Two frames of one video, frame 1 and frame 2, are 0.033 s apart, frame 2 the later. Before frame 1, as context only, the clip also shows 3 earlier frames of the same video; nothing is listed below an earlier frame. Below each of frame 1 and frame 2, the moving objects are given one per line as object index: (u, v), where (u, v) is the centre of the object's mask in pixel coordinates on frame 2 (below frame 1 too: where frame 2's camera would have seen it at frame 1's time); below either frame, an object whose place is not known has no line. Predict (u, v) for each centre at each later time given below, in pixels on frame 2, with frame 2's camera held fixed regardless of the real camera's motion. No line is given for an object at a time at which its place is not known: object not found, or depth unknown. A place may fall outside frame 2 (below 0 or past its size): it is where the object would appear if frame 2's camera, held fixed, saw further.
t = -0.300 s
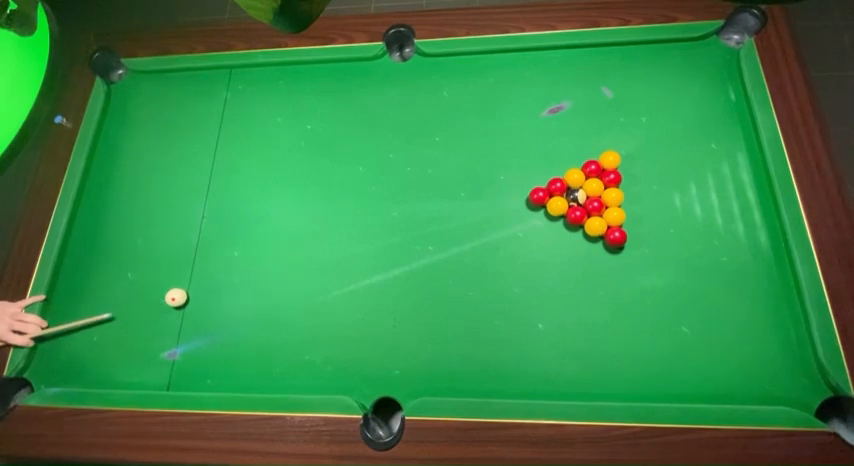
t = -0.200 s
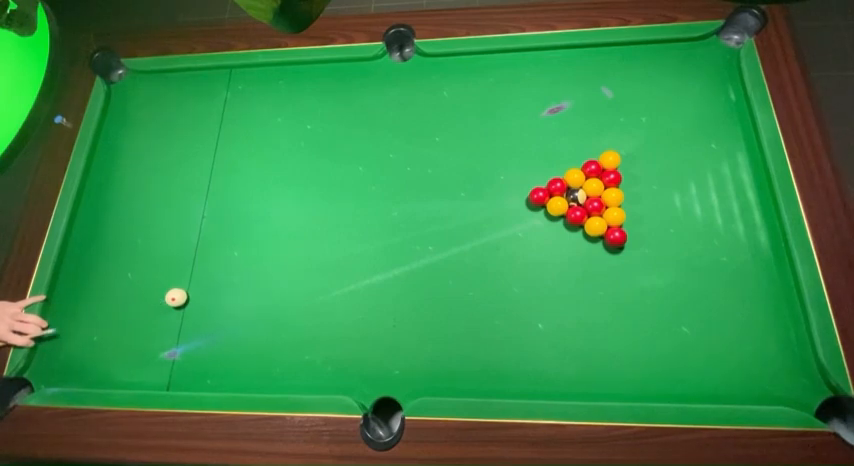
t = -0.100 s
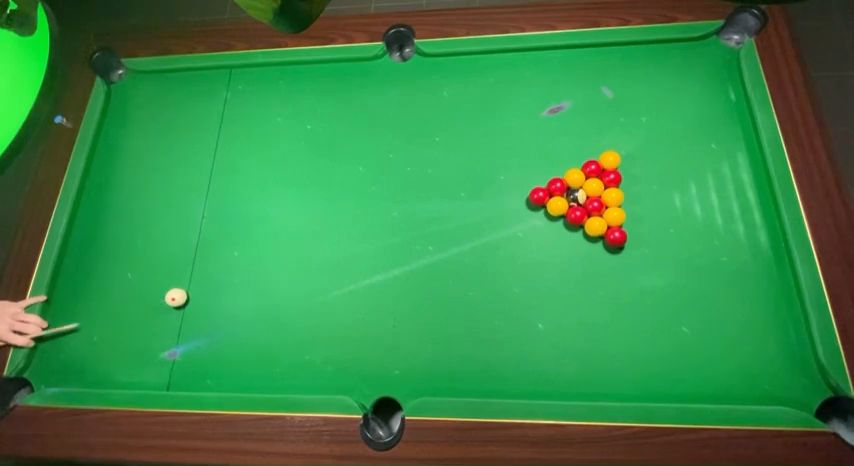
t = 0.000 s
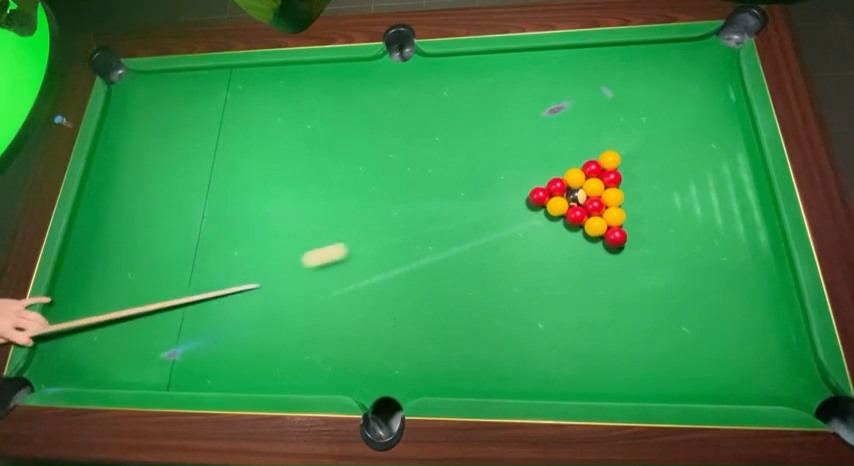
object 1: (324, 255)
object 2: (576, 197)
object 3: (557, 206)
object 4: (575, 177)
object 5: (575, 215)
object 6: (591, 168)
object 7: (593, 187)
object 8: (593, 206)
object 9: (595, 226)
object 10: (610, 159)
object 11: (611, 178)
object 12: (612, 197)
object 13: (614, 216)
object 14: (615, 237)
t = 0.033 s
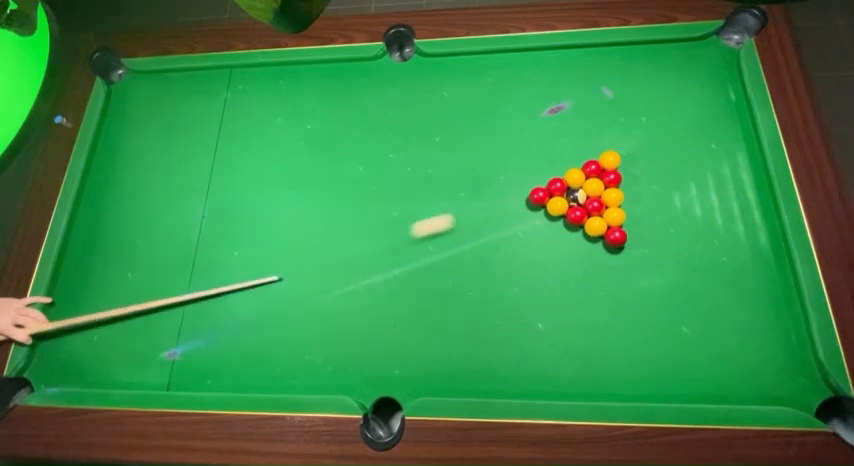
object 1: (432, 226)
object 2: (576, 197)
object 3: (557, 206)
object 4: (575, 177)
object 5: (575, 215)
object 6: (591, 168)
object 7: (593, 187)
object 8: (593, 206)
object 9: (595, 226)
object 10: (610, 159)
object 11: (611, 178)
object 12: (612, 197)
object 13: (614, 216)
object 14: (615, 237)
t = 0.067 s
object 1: (519, 202)
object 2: (576, 197)
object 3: (556, 207)
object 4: (574, 176)
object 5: (575, 217)
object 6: (591, 166)
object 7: (595, 187)
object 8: (594, 207)
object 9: (595, 227)
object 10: (616, 156)
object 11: (615, 177)
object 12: (616, 197)
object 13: (615, 217)
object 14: (621, 239)
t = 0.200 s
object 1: (496, 209)
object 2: (583, 190)
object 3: (527, 221)
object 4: (554, 146)
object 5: (553, 247)
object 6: (572, 116)
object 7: (626, 172)
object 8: (611, 233)
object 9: (595, 251)
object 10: (730, 85)
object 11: (700, 167)
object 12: (688, 202)
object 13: (642, 232)
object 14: (801, 341)
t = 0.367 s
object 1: (485, 212)
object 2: (591, 184)
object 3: (497, 237)
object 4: (535, 115)
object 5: (530, 278)
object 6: (554, 68)
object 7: (659, 157)
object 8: (630, 260)
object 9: (595, 277)
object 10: (605, 51)
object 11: (730, 157)
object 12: (764, 206)
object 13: (673, 249)
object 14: (664, 381)
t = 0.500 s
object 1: (477, 214)
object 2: (598, 177)
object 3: (473, 248)
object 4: (520, 92)
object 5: (511, 304)
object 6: (520, 62)
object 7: (665, 142)
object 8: (646, 283)
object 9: (595, 299)
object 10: (552, 80)
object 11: (705, 155)
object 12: (728, 210)
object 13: (697, 263)
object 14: (565, 346)
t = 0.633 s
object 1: (470, 215)
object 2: (603, 173)
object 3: (450, 260)
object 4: (507, 70)
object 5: (458, 309)
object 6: (471, 72)
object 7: (641, 122)
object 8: (661, 307)
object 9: (595, 321)
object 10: (518, 116)
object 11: (714, 158)
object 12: (691, 212)
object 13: (722, 277)
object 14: (511, 338)
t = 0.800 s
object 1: (462, 217)
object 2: (610, 168)
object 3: (421, 274)
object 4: (493, 65)
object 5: (373, 302)
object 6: (415, 82)
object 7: (620, 101)
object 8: (681, 336)
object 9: (594, 349)
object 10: (471, 161)
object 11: (721, 160)
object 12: (646, 216)
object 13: (753, 294)
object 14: (474, 346)
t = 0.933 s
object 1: (456, 219)
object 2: (615, 164)
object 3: (399, 286)
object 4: (484, 79)
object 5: (312, 299)
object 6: (370, 91)
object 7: (604, 86)
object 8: (697, 360)
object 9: (594, 370)
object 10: (433, 197)
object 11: (726, 162)
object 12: (612, 218)
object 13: (778, 307)
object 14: (441, 350)
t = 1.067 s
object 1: (450, 220)
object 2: (619, 160)
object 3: (377, 297)
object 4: (475, 93)
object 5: (254, 296)
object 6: (328, 99)
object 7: (590, 71)
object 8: (713, 385)
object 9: (593, 387)
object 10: (393, 235)
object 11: (730, 163)
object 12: (578, 220)
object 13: (793, 320)
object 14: (409, 354)
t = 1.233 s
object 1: (445, 221)
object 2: (624, 155)
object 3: (350, 311)
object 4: (463, 109)
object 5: (185, 291)
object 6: (275, 108)
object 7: (573, 53)
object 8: (723, 377)
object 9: (586, 369)
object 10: (341, 283)
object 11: (736, 165)
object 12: (538, 222)
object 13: (780, 332)
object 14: (371, 359)
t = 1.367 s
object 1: (441, 221)
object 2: (628, 152)
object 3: (329, 321)
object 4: (454, 122)
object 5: (133, 289)
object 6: (234, 115)
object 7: (565, 61)
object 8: (728, 364)
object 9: (580, 356)
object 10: (299, 324)
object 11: (738, 166)
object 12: (507, 224)
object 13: (769, 341)
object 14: (342, 364)
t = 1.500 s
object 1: (438, 222)
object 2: (631, 149)
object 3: (309, 332)
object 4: (445, 134)
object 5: (84, 285)
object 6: (195, 122)
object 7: (558, 70)
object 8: (732, 351)
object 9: (576, 344)
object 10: (254, 365)
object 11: (740, 166)
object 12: (477, 226)
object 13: (760, 349)
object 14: (313, 367)
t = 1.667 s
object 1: (425, 221)
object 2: (634, 146)
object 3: (284, 344)
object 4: (433, 149)
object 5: (81, 280)
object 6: (147, 131)
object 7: (549, 82)
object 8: (724, 337)
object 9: (570, 331)
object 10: (221, 359)
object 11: (741, 167)
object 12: (449, 229)
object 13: (762, 358)
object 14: (279, 372)
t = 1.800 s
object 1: (407, 218)
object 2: (636, 143)
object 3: (265, 354)
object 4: (425, 161)
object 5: (113, 275)
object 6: (110, 137)
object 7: (543, 91)
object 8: (718, 327)
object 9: (566, 321)
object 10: (200, 340)
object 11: (741, 168)
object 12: (439, 234)
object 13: (765, 365)
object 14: (253, 375)
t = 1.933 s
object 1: (390, 215)
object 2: (638, 141)
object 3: (247, 363)
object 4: (417, 172)
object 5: (143, 271)
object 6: (116, 142)
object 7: (536, 99)
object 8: (712, 317)
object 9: (562, 311)
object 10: (181, 324)
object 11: (741, 168)
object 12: (429, 239)
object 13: (767, 371)
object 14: (228, 379)
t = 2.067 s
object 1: (374, 213)
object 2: (639, 139)
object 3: (229, 372)
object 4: (409, 184)
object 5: (174, 266)
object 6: (138, 146)
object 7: (530, 107)
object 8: (706, 309)
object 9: (558, 303)
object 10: (163, 307)
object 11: (741, 167)
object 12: (419, 244)
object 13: (768, 376)
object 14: (203, 380)
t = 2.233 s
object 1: (355, 209)
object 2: (640, 137)
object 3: (209, 380)
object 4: (399, 197)
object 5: (213, 260)
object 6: (165, 150)
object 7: (523, 117)
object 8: (699, 300)
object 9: (555, 293)
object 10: (142, 288)
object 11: (741, 167)
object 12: (407, 249)
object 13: (770, 381)
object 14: (174, 378)
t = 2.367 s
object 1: (341, 207)
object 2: (640, 136)
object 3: (198, 375)
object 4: (391, 207)
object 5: (243, 255)
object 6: (186, 154)
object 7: (517, 124)
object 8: (695, 292)
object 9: (552, 286)
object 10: (127, 274)
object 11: (741, 167)
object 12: (399, 252)
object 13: (770, 385)
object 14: (151, 376)
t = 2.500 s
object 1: (327, 204)
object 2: (640, 135)
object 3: (188, 370)
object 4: (384, 217)
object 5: (273, 250)
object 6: (208, 158)
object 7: (511, 131)
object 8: (691, 286)
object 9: (549, 280)
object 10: (112, 261)
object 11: (741, 167)
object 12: (391, 256)
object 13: (770, 387)
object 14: (130, 374)
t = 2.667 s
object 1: (311, 202)
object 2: (640, 135)
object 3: (176, 364)
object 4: (375, 228)
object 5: (310, 244)
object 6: (235, 162)
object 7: (505, 139)
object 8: (686, 280)
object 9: (546, 273)
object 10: (95, 245)
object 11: (741, 167)
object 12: (381, 260)
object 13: (770, 389)
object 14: (104, 372)
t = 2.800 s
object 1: (299, 199)
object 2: (640, 135)
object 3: (168, 360)
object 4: (369, 237)
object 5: (339, 239)
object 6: (256, 165)
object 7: (500, 145)
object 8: (682, 275)
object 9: (544, 267)
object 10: (83, 233)
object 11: (741, 167)
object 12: (374, 263)
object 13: (769, 389)
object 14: (85, 370)
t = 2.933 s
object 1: (287, 197)
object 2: (640, 135)
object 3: (160, 356)
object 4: (380, 247)
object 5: (349, 234)
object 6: (278, 169)
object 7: (495, 150)
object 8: (679, 270)
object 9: (542, 263)
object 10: (77, 222)
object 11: (741, 167)
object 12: (368, 265)
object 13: (769, 389)
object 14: (67, 368)
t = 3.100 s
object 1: (274, 194)
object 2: (640, 136)
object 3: (151, 351)
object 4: (398, 258)
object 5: (354, 227)
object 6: (304, 173)
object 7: (489, 156)
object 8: (675, 266)
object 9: (540, 258)
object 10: (89, 215)
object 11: (741, 167)
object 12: (361, 268)
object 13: (769, 389)
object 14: (46, 365)
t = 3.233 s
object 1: (264, 192)
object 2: (640, 136)
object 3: (145, 347)
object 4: (413, 268)
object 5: (358, 222)
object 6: (326, 176)
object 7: (485, 160)
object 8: (673, 263)
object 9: (539, 255)
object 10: (97, 208)
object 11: (741, 167)
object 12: (356, 269)
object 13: (769, 389)
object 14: (32, 364)
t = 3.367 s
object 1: (255, 190)
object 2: (640, 135)
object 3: (139, 343)
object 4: (427, 276)
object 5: (361, 218)
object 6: (346, 179)
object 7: (481, 164)
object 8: (672, 261)
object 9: (539, 252)
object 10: (106, 203)
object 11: (741, 167)
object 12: (351, 271)
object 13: (769, 389)
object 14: (38, 365)
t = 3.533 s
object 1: (245, 187)
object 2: (640, 135)
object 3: (134, 340)
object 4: (444, 287)
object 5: (365, 213)
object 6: (372, 183)
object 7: (477, 168)
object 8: (670, 259)
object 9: (539, 249)
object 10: (116, 196)
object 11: (741, 167)
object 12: (347, 273)
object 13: (769, 389)
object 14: (45, 367)
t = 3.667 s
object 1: (237, 185)
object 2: (640, 135)
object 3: (129, 337)
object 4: (458, 295)
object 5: (367, 209)
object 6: (392, 186)
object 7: (474, 171)
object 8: (669, 258)
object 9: (539, 248)
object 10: (123, 191)
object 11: (741, 167)
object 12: (343, 273)
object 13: (769, 389)
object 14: (50, 369)
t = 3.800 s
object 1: (230, 184)
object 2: (640, 135)
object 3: (125, 335)
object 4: (472, 303)
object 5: (369, 206)
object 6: (411, 189)
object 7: (472, 174)
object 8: (669, 257)
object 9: (539, 247)
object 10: (130, 186)
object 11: (741, 167)
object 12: (341, 273)
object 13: (769, 389)
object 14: (55, 370)
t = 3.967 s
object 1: (222, 182)
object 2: (640, 135)
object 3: (121, 333)
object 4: (489, 313)
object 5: (371, 202)
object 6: (436, 192)
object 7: (469, 176)
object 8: (668, 257)
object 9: (539, 246)
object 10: (138, 181)
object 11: (741, 167)
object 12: (339, 273)
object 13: (769, 389)
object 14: (59, 372)
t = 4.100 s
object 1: (217, 180)
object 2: (640, 135)
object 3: (119, 331)
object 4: (502, 321)
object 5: (372, 200)
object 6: (455, 195)
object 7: (468, 178)
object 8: (669, 256)
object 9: (539, 246)
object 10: (144, 177)
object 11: (741, 167)
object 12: (338, 273)
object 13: (769, 389)
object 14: (63, 374)
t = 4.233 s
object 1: (212, 179)
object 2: (640, 135)
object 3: (117, 330)
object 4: (514, 328)
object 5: (373, 198)
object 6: (474, 199)
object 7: (467, 178)
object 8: (668, 257)
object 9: (539, 246)
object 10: (150, 173)
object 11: (741, 167)
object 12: (338, 273)
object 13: (769, 389)
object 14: (67, 375)
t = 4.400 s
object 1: (206, 177)
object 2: (640, 136)
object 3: (115, 328)
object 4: (529, 337)
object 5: (374, 196)
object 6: (495, 205)
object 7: (467, 178)
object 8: (668, 257)
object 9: (539, 246)
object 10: (156, 168)
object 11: (741, 167)
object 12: (338, 273)
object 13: (769, 389)
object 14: (71, 375)
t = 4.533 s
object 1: (202, 176)
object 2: (640, 136)
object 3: (114, 327)
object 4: (541, 345)
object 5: (375, 195)
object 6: (513, 210)
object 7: (467, 179)
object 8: (668, 257)
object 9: (539, 246)
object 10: (160, 164)
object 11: (741, 167)
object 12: (338, 273)
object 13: (769, 389)
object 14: (74, 375)
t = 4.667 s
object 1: (199, 175)
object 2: (640, 136)
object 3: (114, 327)
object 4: (553, 351)
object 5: (375, 195)
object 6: (530, 215)
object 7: (467, 179)
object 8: (668, 257)
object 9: (539, 246)
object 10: (164, 161)
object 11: (741, 167)
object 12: (338, 273)
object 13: (769, 389)
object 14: (76, 375)
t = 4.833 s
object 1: (195, 174)
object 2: (640, 136)
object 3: (114, 327)
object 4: (566, 359)
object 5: (375, 195)
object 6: (551, 220)
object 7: (467, 179)
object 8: (668, 257)
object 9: (539, 246)
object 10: (168, 158)
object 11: (741, 167)
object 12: (338, 273)
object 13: (769, 389)
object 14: (79, 376)
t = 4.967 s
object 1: (193, 174)
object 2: (640, 136)
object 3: (115, 327)
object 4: (576, 365)
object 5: (374, 196)
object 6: (567, 226)
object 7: (467, 179)
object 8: (668, 257)
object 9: (539, 246)
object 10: (171, 155)
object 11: (741, 167)
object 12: (338, 273)
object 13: (769, 389)
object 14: (80, 376)
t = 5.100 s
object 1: (191, 173)
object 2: (640, 136)
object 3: (115, 327)
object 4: (586, 370)
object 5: (374, 196)
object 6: (583, 231)
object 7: (467, 179)
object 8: (668, 257)
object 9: (539, 246)
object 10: (174, 153)
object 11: (741, 167)
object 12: (338, 273)
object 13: (769, 389)
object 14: (81, 376)
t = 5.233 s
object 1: (190, 173)
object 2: (640, 136)
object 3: (115, 327)
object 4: (595, 375)
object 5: (374, 195)
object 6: (599, 235)
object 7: (467, 179)
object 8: (668, 257)
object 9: (539, 246)
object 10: (176, 151)
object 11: (741, 167)
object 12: (338, 273)
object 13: (769, 389)
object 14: (81, 376)
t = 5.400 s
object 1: (189, 172)
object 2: (640, 136)
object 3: (115, 327)
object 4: (605, 381)
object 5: (374, 195)
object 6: (618, 241)
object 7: (467, 179)
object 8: (668, 257)
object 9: (539, 246)
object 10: (178, 149)
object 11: (741, 168)
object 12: (339, 273)
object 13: (769, 389)
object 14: (81, 376)
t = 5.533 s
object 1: (189, 172)
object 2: (640, 136)
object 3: (115, 327)
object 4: (613, 385)
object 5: (374, 195)
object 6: (632, 245)
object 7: (467, 179)
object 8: (668, 257)
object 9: (539, 246)
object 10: (180, 147)
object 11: (741, 167)
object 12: (339, 273)
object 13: (769, 389)
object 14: (81, 376)
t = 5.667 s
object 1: (189, 172)
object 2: (640, 136)
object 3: (115, 327)
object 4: (620, 389)
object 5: (374, 195)
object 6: (646, 249)
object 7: (467, 179)
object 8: (669, 257)
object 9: (539, 246)
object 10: (181, 146)
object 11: (741, 167)
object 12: (339, 273)
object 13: (769, 389)
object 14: (81, 376)
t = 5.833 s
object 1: (189, 172)
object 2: (640, 136)
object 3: (115, 327)
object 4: (626, 388)
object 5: (374, 195)
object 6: (649, 250)
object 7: (467, 179)
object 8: (680, 260)
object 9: (539, 246)
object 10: (182, 145)
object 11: (741, 167)
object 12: (339, 273)
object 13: (769, 389)
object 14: (81, 376)
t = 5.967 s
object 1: (189, 172)
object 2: (640, 136)
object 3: (115, 328)
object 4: (629, 387)
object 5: (374, 195)
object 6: (651, 249)
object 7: (467, 179)
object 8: (687, 263)
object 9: (539, 246)
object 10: (182, 145)
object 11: (741, 167)
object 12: (339, 273)
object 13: (769, 389)
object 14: (81, 376)
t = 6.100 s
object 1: (190, 172)
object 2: (640, 136)
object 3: (115, 328)
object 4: (632, 386)
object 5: (374, 196)
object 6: (652, 249)
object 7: (467, 179)
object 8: (694, 265)
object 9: (539, 246)
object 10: (182, 145)
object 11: (741, 167)
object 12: (339, 273)
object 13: (769, 389)
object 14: (81, 376)
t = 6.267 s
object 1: (190, 173)
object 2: (640, 136)
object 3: (115, 328)
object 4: (635, 385)
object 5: (374, 196)
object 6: (652, 249)
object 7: (467, 179)
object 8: (701, 268)
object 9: (539, 246)
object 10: (182, 145)
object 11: (741, 167)
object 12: (339, 273)
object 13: (769, 389)
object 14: (81, 376)
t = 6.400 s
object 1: (190, 172)
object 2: (640, 136)
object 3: (115, 328)
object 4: (636, 384)
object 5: (374, 196)
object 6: (652, 249)
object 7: (467, 179)
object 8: (707, 269)
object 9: (539, 246)
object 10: (182, 145)
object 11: (741, 167)
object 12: (339, 273)
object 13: (769, 389)
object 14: (82, 376)
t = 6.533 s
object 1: (190, 172)
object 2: (640, 136)
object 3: (115, 328)
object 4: (637, 384)
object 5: (374, 196)
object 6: (652, 249)
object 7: (467, 179)
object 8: (712, 270)
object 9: (539, 246)
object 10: (182, 145)
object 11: (741, 167)
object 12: (339, 273)
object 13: (769, 389)
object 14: (82, 376)
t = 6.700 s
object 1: (190, 172)
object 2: (640, 136)
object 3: (115, 328)
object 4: (636, 384)
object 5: (374, 196)
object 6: (652, 250)
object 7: (467, 179)
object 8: (716, 272)
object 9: (539, 246)
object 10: (182, 145)
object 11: (741, 167)
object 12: (339, 273)
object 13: (769, 389)
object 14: (82, 376)
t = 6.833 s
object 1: (190, 172)
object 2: (640, 136)
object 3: (115, 328)
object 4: (636, 384)
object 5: (374, 195)
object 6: (652, 250)
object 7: (467, 179)
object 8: (719, 274)
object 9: (539, 246)
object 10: (182, 145)
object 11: (741, 167)
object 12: (339, 273)
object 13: (769, 389)
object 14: (82, 376)
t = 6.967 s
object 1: (190, 172)
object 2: (640, 136)
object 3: (115, 328)
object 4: (636, 384)
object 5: (374, 196)
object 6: (652, 250)
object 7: (467, 179)
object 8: (722, 275)
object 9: (539, 246)
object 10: (182, 145)
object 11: (741, 167)
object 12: (339, 273)
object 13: (769, 389)
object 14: (82, 376)
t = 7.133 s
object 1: (190, 172)
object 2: (640, 136)
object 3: (115, 328)
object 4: (636, 384)
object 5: (374, 196)
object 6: (652, 250)
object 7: (467, 179)
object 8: (724, 276)
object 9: (539, 246)
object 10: (182, 145)
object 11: (741, 167)
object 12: (339, 273)
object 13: (769, 389)
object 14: (82, 376)
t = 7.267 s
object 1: (190, 172)
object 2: (640, 136)
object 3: (115, 328)
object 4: (636, 384)
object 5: (374, 196)
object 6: (652, 250)
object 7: (467, 179)
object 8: (725, 276)
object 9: (539, 246)
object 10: (182, 145)
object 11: (741, 167)
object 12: (339, 273)
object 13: (769, 389)
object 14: (82, 376)
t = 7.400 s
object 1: (190, 172)
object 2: (640, 136)
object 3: (115, 328)
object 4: (636, 384)
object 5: (374, 196)
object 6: (652, 250)
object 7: (467, 179)
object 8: (725, 276)
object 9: (539, 246)
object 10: (182, 145)
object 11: (741, 167)
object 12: (339, 273)
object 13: (769, 389)
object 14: (81, 376)
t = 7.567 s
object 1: (190, 172)
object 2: (640, 136)
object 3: (116, 328)
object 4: (636, 384)
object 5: (374, 196)
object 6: (652, 250)
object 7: (467, 179)
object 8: (725, 276)
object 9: (539, 246)
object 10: (182, 145)
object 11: (741, 167)
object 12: (339, 273)
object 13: (769, 389)
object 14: (82, 376)
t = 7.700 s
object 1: (190, 172)
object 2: (640, 136)
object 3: (115, 328)
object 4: (636, 384)
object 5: (374, 196)
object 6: (652, 250)
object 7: (467, 179)
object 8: (725, 276)
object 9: (539, 246)
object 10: (182, 145)
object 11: (741, 167)
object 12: (339, 273)
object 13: (769, 389)
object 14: (81, 376)
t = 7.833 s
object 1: (190, 172)
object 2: (640, 136)
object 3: (115, 328)
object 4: (636, 384)
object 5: (374, 196)
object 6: (652, 250)
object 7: (467, 179)
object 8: (725, 276)
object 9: (539, 246)
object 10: (182, 145)
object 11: (741, 167)
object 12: (339, 273)
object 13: (769, 389)
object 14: (82, 376)
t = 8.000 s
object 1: (189, 172)
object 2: (640, 136)
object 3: (115, 328)
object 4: (636, 384)
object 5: (374, 196)
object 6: (652, 250)
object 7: (467, 179)
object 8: (725, 277)
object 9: (539, 246)
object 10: (182, 145)
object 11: (741, 167)
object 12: (339, 273)
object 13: (769, 389)
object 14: (82, 376)
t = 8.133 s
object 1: (189, 172)
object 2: (640, 136)
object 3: (115, 328)
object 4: (636, 384)
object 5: (374, 196)
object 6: (652, 250)
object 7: (467, 179)
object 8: (725, 276)
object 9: (539, 246)
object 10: (182, 145)
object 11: (741, 167)
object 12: (339, 273)
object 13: (769, 389)
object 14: (82, 376)
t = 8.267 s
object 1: (190, 172)
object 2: (640, 136)
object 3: (115, 328)
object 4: (636, 384)
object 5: (374, 196)
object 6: (652, 250)
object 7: (467, 179)
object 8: (725, 276)
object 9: (539, 246)
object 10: (182, 145)
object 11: (741, 167)
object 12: (339, 273)
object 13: (769, 389)
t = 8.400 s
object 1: (190, 172)
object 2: (640, 136)
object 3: (115, 328)
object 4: (636, 384)
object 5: (374, 196)
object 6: (652, 250)
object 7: (467, 179)
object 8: (725, 276)
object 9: (539, 246)
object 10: (182, 145)
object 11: (741, 167)
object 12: (339, 273)
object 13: (769, 389)
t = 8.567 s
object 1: (190, 172)
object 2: (640, 136)
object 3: (116, 328)
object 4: (636, 384)
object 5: (374, 196)
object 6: (652, 250)
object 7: (467, 179)
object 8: (725, 276)
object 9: (539, 246)
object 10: (182, 145)
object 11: (741, 167)
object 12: (339, 273)
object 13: (769, 389)
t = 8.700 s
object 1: (190, 172)
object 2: (640, 136)
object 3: (116, 328)
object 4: (636, 384)
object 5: (374, 196)
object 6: (652, 250)
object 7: (467, 179)
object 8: (725, 276)
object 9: (539, 246)
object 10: (182, 145)
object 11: (741, 167)
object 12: (339, 273)
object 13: (769, 389)
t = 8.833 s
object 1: (190, 172)
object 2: (640, 136)
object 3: (116, 328)
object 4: (636, 384)
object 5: (374, 196)
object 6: (652, 250)
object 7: (467, 179)
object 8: (725, 276)
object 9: (539, 246)
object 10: (182, 145)
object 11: (741, 167)
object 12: (339, 273)
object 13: (769, 389)
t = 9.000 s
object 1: (190, 172)
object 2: (640, 136)
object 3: (116, 328)
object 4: (636, 384)
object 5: (374, 196)
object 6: (652, 250)
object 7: (467, 179)
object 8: (725, 276)
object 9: (539, 246)
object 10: (182, 145)
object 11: (741, 167)
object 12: (339, 273)
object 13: (769, 389)
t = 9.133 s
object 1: (190, 172)
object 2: (640, 136)
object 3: (115, 328)
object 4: (636, 384)
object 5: (374, 196)
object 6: (652, 250)
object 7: (467, 179)
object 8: (725, 276)
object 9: (539, 246)
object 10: (182, 145)
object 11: (741, 167)
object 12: (339, 273)
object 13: (769, 389)
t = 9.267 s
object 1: (190, 172)
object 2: (640, 136)
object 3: (116, 328)
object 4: (636, 384)
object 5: (374, 196)
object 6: (652, 250)
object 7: (467, 179)
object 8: (725, 276)
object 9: (539, 246)
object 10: (182, 145)
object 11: (741, 167)
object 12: (339, 273)
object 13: (769, 389)
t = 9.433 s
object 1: (190, 172)
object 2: (640, 136)
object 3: (116, 328)
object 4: (636, 384)
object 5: (374, 196)
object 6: (652, 250)
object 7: (467, 179)
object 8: (725, 276)
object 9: (539, 246)
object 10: (182, 145)
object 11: (741, 167)
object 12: (339, 273)
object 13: (769, 389)
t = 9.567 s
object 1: (190, 173)
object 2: (640, 136)
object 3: (116, 328)
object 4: (636, 384)
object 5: (374, 196)
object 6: (652, 250)
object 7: (467, 179)
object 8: (725, 276)
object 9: (539, 246)
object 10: (182, 145)
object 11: (741, 167)
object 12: (339, 273)
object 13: (769, 389)
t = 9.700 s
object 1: (190, 172)
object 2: (640, 136)
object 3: (115, 328)
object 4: (636, 384)
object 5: (374, 196)
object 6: (652, 250)
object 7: (467, 179)
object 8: (725, 276)
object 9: (539, 246)
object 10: (182, 145)
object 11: (741, 168)
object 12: (339, 273)
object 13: (769, 389)
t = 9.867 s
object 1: (190, 172)
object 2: (640, 136)
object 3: (115, 328)
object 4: (636, 384)
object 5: (374, 196)
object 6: (652, 250)
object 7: (467, 179)
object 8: (725, 276)
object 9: (539, 246)
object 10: (182, 145)
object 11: (741, 168)
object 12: (339, 273)
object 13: (769, 389)
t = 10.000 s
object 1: (190, 172)
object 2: (640, 136)
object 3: (116, 328)
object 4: (636, 384)
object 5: (374, 196)
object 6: (652, 250)
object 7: (467, 179)
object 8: (725, 276)
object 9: (539, 246)
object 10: (182, 145)
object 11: (741, 168)
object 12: (339, 273)
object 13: (769, 389)
